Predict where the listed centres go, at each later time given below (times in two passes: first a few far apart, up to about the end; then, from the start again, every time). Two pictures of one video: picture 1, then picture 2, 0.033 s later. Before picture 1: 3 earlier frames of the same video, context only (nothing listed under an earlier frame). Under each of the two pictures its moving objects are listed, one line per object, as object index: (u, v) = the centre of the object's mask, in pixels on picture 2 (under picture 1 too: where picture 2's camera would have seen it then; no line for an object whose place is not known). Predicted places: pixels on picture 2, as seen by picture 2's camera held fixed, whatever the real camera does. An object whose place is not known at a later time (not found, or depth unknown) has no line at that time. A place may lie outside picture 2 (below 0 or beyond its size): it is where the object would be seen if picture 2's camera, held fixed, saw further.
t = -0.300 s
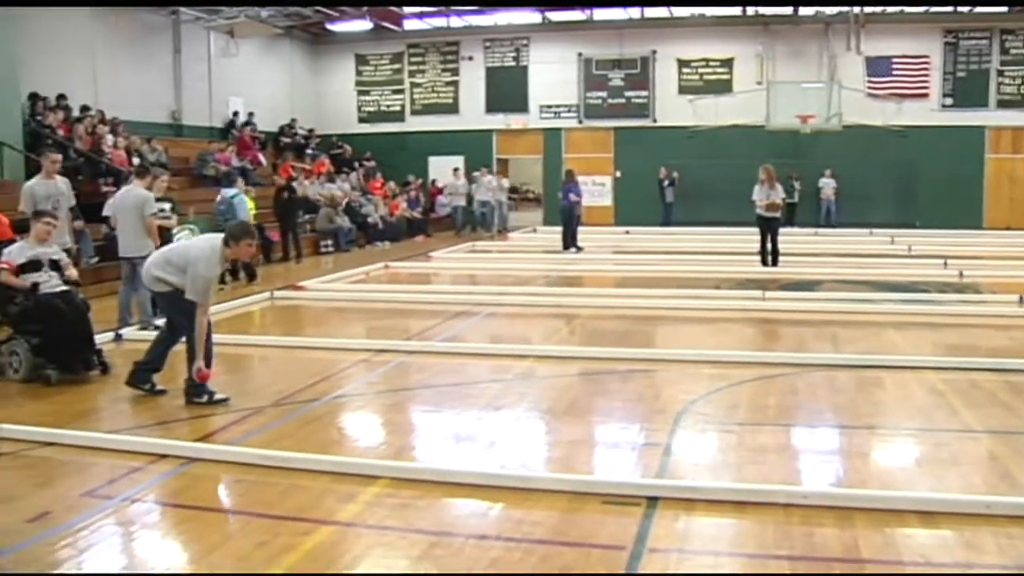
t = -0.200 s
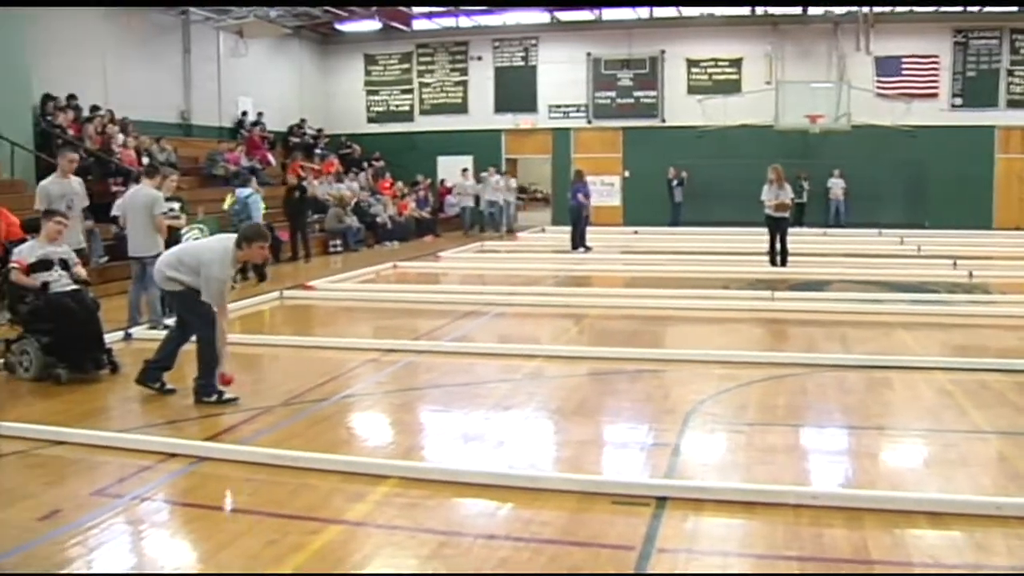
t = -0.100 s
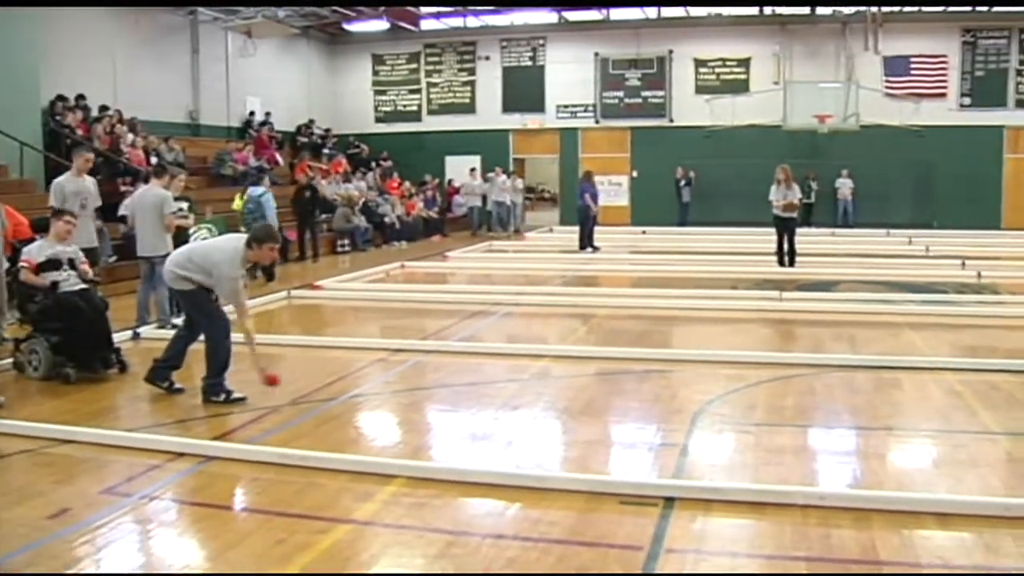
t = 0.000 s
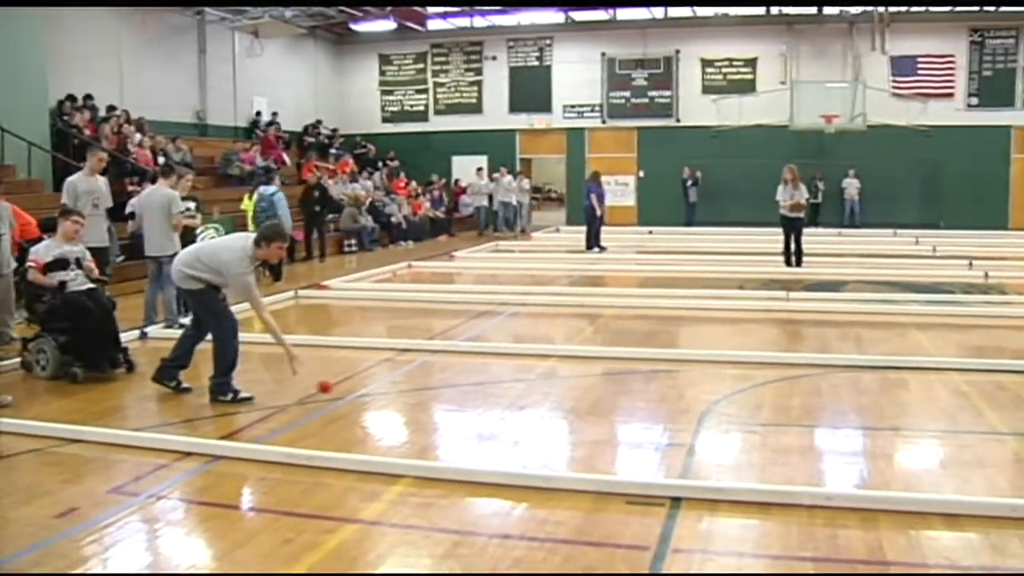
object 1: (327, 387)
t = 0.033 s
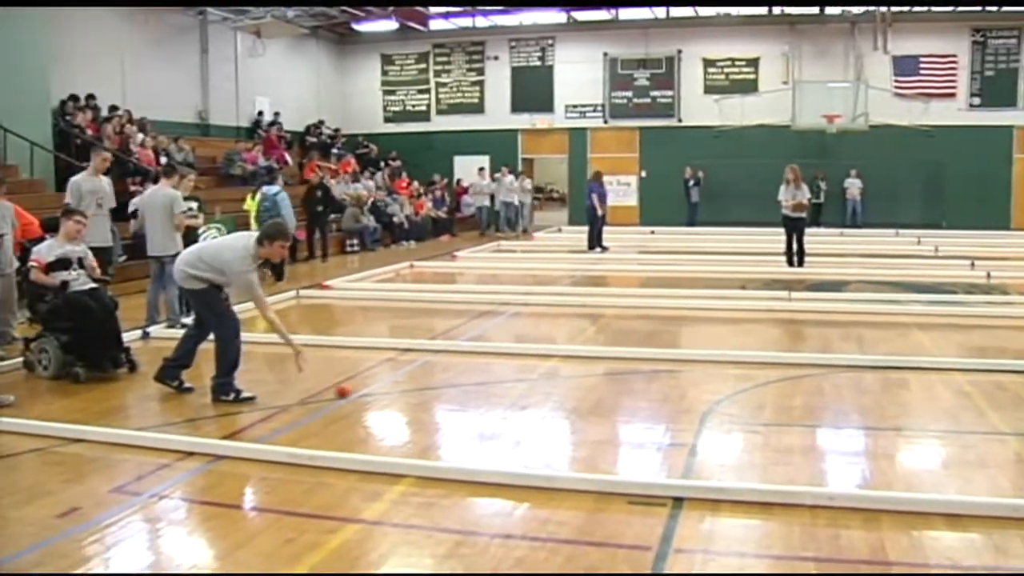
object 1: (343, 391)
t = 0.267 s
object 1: (422, 404)
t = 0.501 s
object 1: (492, 410)
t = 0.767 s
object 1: (572, 414)
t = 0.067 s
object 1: (358, 399)
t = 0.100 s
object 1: (373, 405)
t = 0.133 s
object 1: (383, 401)
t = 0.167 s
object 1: (392, 399)
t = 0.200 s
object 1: (402, 399)
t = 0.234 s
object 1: (411, 401)
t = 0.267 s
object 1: (422, 404)
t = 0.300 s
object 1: (432, 408)
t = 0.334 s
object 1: (442, 406)
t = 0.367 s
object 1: (452, 406)
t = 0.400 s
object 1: (462, 407)
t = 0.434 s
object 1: (472, 410)
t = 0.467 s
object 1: (482, 410)
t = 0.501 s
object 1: (492, 410)
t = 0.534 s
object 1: (502, 411)
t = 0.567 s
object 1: (512, 411)
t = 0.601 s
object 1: (522, 412)
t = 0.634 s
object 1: (532, 412)
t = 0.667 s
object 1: (542, 413)
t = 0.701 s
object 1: (552, 414)
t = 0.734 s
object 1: (562, 414)
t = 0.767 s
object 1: (572, 414)
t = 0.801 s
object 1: (582, 416)
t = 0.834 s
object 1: (591, 416)
